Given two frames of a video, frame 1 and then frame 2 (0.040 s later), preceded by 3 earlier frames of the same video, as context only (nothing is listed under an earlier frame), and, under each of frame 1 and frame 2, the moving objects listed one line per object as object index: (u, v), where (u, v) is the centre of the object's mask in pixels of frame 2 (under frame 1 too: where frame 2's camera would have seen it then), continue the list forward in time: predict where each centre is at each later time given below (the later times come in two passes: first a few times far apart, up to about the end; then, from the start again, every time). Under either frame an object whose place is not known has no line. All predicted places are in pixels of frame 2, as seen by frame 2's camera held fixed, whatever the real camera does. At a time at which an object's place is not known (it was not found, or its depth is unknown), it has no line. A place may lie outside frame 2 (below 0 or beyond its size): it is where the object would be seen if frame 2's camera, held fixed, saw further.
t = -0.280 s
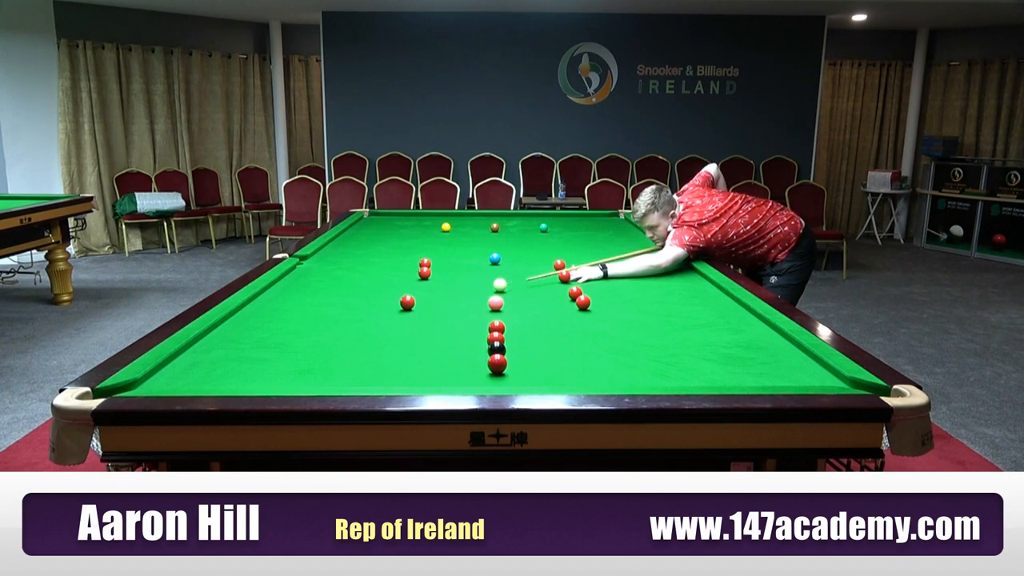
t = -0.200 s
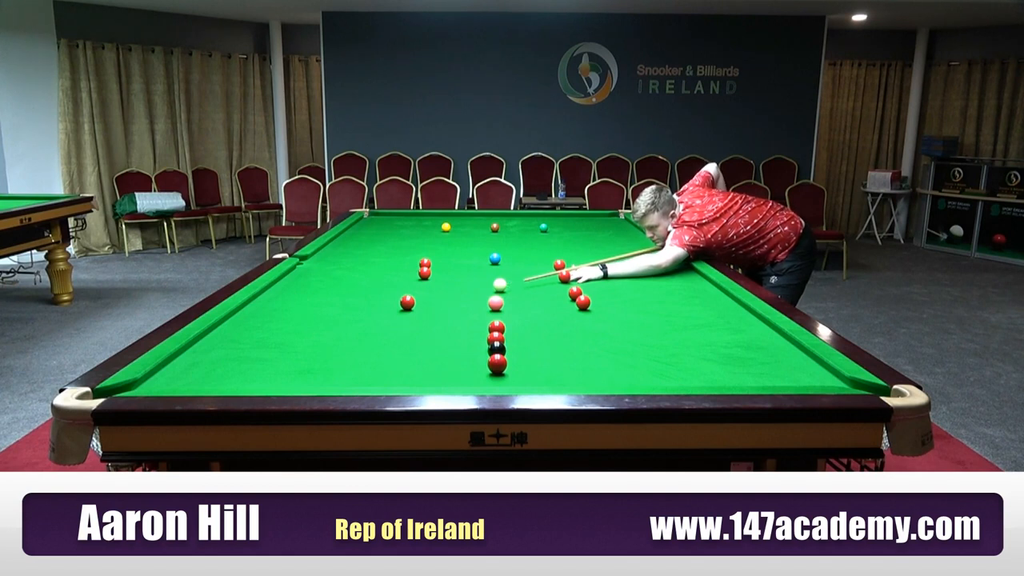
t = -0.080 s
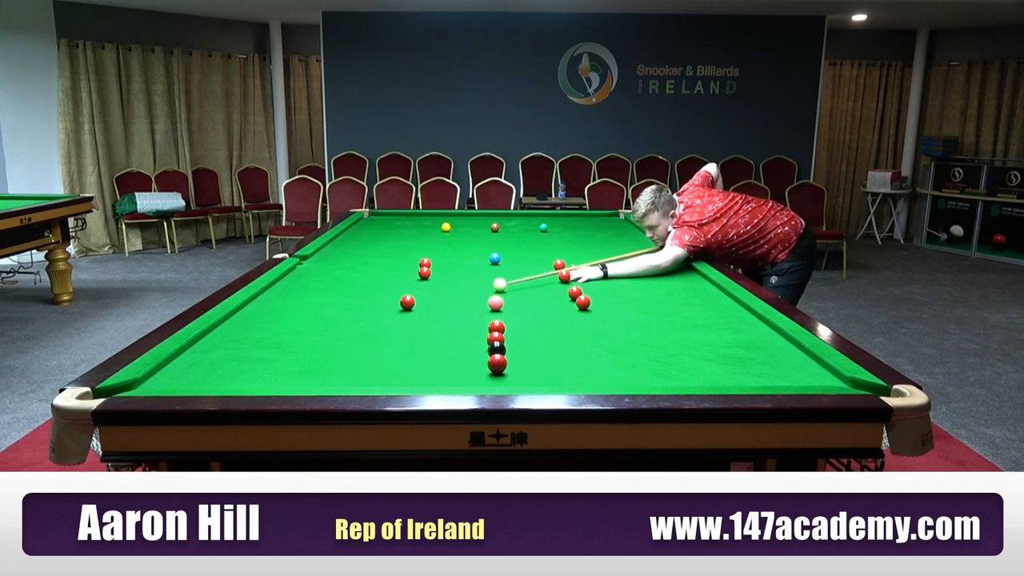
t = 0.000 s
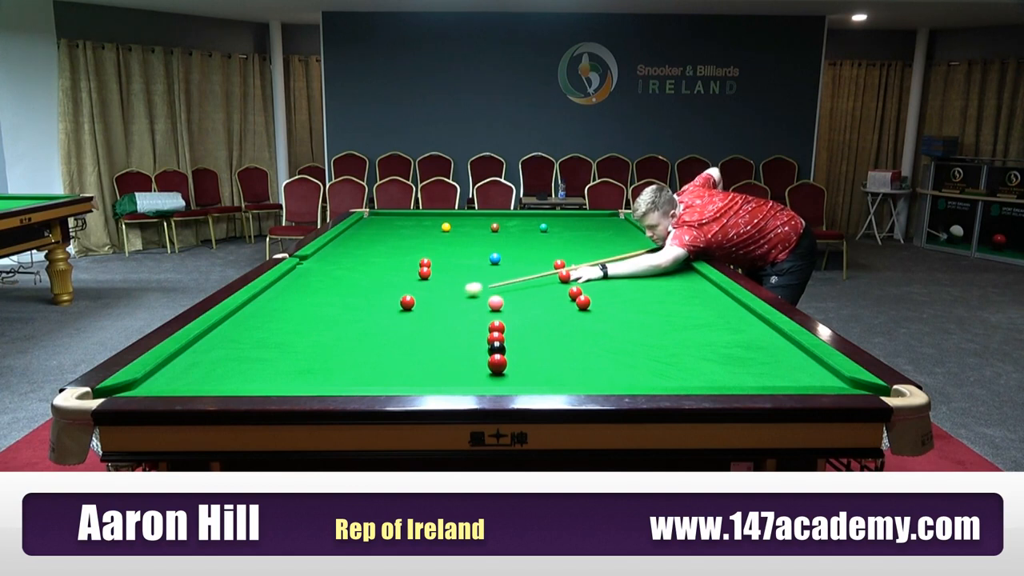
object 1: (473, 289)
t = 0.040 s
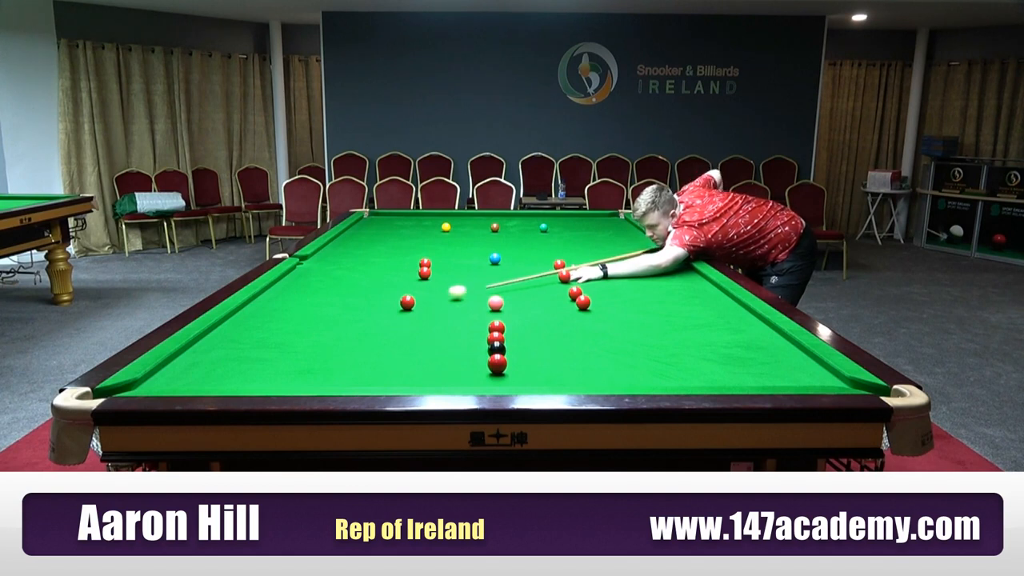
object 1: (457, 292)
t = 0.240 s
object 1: (406, 298)
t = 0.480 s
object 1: (379, 297)
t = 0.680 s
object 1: (358, 296)
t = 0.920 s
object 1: (335, 294)
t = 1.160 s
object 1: (313, 293)
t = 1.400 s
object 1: (293, 292)
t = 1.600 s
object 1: (277, 291)
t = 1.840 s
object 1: (272, 290)
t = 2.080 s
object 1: (285, 288)
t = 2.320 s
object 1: (296, 287)
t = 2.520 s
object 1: (304, 286)
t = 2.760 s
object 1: (312, 285)
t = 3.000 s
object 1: (319, 284)
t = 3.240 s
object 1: (325, 284)
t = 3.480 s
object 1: (330, 283)
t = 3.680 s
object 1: (333, 283)
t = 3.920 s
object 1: (336, 283)
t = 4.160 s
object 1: (337, 283)
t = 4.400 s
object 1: (338, 283)
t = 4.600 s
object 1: (338, 283)
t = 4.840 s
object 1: (338, 283)
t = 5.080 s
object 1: (338, 283)
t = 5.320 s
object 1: (338, 283)
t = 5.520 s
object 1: (338, 283)
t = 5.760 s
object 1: (338, 283)
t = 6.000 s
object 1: (338, 283)
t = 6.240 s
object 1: (338, 283)
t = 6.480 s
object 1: (338, 283)
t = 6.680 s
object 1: (338, 283)
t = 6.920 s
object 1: (338, 283)
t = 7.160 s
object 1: (338, 283)
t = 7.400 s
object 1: (338, 283)
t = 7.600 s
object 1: (338, 283)
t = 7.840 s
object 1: (338, 283)
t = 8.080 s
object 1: (338, 283)
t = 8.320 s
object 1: (338, 283)
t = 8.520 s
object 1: (338, 283)
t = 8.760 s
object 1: (338, 283)
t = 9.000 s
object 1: (338, 283)
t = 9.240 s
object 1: (338, 283)
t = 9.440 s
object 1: (338, 283)
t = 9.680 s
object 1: (338, 283)
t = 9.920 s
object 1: (338, 283)
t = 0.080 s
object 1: (441, 295)
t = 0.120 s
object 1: (425, 298)
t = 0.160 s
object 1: (415, 299)
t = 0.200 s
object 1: (410, 299)
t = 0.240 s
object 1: (406, 298)
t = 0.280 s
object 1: (401, 298)
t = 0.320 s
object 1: (397, 298)
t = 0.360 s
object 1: (392, 298)
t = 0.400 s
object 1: (388, 297)
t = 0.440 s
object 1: (383, 297)
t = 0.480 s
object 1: (379, 297)
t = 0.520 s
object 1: (375, 297)
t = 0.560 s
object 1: (370, 296)
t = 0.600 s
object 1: (366, 296)
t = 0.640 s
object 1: (362, 296)
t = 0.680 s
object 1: (358, 296)
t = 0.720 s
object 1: (354, 295)
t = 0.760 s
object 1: (350, 295)
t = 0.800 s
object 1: (346, 295)
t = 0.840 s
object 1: (342, 295)
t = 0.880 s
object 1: (339, 294)
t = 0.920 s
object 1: (335, 294)
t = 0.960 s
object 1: (331, 294)
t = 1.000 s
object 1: (327, 294)
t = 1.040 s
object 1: (324, 293)
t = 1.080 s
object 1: (320, 293)
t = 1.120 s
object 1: (317, 293)
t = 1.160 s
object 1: (313, 293)
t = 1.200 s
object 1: (310, 293)
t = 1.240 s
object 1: (306, 292)
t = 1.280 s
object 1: (303, 292)
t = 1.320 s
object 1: (299, 292)
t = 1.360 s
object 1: (296, 292)
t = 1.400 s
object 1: (293, 292)
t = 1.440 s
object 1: (289, 292)
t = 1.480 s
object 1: (286, 291)
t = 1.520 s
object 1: (283, 291)
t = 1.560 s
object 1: (280, 291)
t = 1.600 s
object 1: (277, 291)
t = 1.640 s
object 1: (274, 291)
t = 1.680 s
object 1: (271, 290)
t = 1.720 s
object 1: (268, 290)
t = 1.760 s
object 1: (268, 290)
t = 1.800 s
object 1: (270, 290)
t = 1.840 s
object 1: (272, 290)
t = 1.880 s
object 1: (275, 289)
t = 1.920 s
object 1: (277, 289)
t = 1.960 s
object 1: (279, 289)
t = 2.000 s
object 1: (281, 289)
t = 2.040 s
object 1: (283, 288)
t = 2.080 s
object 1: (285, 288)
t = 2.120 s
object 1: (287, 288)
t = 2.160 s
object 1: (289, 288)
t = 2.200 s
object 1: (291, 288)
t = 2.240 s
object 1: (292, 287)
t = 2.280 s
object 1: (294, 287)
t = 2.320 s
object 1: (296, 287)
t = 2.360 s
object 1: (298, 287)
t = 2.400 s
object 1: (299, 287)
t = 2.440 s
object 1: (301, 286)
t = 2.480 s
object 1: (302, 286)
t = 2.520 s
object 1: (304, 286)
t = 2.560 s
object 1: (305, 286)
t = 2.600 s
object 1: (307, 286)
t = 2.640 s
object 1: (308, 285)
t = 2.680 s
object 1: (310, 285)
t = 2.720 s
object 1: (311, 285)
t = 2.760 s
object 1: (312, 285)
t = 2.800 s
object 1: (313, 285)
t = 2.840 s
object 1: (315, 285)
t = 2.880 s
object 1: (316, 285)
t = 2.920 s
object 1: (317, 284)
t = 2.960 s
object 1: (318, 284)
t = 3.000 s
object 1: (319, 284)
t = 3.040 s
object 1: (320, 284)
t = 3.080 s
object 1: (322, 284)
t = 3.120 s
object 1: (323, 284)
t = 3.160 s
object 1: (323, 284)
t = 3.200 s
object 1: (324, 284)
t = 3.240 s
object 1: (325, 284)
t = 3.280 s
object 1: (326, 284)
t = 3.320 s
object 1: (327, 284)
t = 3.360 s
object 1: (328, 284)
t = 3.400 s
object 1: (328, 284)
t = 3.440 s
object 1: (329, 284)
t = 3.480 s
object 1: (330, 283)
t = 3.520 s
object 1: (330, 283)
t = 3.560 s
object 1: (331, 283)
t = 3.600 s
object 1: (332, 283)
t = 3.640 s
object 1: (333, 283)
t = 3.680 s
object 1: (333, 283)
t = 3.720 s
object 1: (334, 283)
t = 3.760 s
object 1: (334, 283)
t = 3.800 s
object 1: (335, 283)
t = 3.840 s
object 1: (335, 283)
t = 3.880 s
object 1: (335, 283)
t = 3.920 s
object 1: (336, 283)
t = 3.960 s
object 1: (336, 283)
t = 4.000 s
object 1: (337, 283)
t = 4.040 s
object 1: (337, 283)
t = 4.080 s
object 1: (337, 283)
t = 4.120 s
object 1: (337, 283)
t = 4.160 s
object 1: (337, 283)
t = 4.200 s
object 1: (338, 283)
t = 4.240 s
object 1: (338, 283)
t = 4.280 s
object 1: (338, 283)
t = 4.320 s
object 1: (338, 283)
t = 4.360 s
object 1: (338, 283)
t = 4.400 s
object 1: (338, 283)
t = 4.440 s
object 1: (338, 283)
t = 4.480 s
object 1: (338, 283)
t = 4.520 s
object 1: (338, 283)
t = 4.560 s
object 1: (338, 283)
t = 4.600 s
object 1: (338, 283)
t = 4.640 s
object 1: (338, 283)
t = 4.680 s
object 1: (338, 283)
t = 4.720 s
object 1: (338, 283)
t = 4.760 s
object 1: (338, 283)
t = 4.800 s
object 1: (338, 283)
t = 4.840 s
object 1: (338, 283)
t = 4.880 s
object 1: (338, 283)
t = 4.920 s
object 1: (338, 283)
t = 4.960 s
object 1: (338, 283)
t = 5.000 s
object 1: (338, 283)
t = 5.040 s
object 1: (338, 283)
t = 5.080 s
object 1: (338, 283)
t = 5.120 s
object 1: (338, 283)
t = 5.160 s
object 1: (338, 283)
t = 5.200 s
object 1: (338, 283)
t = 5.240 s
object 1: (338, 283)
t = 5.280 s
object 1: (338, 283)
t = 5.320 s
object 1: (338, 283)
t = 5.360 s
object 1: (338, 283)
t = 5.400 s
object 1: (338, 283)
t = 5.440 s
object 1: (338, 283)
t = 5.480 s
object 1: (338, 283)
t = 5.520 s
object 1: (338, 283)
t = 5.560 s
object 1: (338, 283)
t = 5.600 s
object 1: (338, 283)
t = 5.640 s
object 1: (338, 283)
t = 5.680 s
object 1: (338, 283)
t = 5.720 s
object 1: (338, 283)
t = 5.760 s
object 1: (338, 283)
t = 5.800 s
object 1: (338, 283)
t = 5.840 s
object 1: (338, 283)
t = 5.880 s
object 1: (338, 283)
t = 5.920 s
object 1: (338, 283)
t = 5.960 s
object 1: (338, 283)
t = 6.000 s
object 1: (338, 283)
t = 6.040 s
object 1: (338, 283)
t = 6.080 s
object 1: (338, 283)
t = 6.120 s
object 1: (338, 283)
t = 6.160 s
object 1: (338, 283)
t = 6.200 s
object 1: (338, 283)
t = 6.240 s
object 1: (338, 283)
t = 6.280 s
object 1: (338, 283)
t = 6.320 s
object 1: (338, 283)
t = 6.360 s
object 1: (338, 283)
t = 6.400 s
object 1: (338, 283)
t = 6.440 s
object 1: (338, 283)
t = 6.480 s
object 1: (338, 283)
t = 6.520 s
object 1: (338, 283)
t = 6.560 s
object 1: (338, 283)
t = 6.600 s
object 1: (338, 283)
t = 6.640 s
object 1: (338, 283)
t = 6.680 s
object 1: (338, 283)
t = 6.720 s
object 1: (338, 283)
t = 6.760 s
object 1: (338, 283)
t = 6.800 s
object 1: (338, 283)
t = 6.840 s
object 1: (338, 283)
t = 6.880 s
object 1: (338, 283)
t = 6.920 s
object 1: (338, 283)
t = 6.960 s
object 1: (338, 283)
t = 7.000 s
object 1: (338, 283)
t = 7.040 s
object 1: (338, 283)
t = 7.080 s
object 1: (338, 283)
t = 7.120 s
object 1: (338, 283)
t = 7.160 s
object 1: (338, 283)
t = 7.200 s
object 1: (338, 283)
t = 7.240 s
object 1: (338, 283)
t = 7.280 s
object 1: (338, 283)
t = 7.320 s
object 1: (338, 283)
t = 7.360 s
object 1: (338, 283)
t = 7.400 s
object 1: (338, 283)
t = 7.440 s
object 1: (338, 283)
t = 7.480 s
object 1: (338, 283)
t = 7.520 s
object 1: (338, 283)
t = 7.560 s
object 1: (338, 283)
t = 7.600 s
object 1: (338, 283)
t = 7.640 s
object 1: (338, 283)
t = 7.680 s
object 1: (338, 283)
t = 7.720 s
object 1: (338, 283)
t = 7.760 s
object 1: (338, 283)
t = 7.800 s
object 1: (338, 283)
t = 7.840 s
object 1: (338, 283)
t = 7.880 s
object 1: (338, 283)
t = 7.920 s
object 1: (338, 283)
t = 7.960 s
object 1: (338, 283)
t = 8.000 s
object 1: (338, 283)
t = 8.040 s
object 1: (338, 283)
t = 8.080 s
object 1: (338, 283)
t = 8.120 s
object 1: (338, 283)
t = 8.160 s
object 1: (338, 283)
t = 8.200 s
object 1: (338, 283)
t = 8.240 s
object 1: (338, 283)
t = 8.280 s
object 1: (338, 283)
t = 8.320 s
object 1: (338, 283)
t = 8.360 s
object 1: (338, 283)
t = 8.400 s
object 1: (338, 283)
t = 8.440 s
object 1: (338, 283)
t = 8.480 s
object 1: (338, 283)
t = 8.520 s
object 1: (338, 283)
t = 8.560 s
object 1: (338, 283)
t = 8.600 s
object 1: (338, 283)
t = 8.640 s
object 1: (338, 283)
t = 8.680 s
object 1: (338, 283)
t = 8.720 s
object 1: (338, 283)
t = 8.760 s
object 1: (338, 283)
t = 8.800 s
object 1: (338, 283)
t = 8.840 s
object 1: (338, 283)
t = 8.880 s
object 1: (338, 283)
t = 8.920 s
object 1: (338, 283)
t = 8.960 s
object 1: (338, 283)
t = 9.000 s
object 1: (338, 283)
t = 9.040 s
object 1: (338, 283)
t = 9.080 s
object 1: (338, 283)
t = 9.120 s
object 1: (338, 283)
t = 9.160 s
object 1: (338, 283)
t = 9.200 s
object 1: (338, 283)
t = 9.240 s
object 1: (338, 283)
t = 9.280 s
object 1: (338, 283)
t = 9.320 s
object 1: (338, 283)
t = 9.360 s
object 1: (338, 283)
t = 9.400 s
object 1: (338, 283)
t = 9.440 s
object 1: (338, 283)
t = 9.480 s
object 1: (338, 283)
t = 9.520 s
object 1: (338, 283)
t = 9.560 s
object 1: (338, 283)
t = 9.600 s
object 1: (338, 283)
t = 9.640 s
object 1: (338, 283)
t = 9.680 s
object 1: (338, 283)
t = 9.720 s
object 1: (338, 283)
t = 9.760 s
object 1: (338, 283)
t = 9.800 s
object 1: (338, 283)
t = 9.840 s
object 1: (338, 283)
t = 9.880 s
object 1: (338, 283)
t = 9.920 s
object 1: (338, 283)
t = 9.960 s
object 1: (338, 283)
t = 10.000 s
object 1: (338, 283)
